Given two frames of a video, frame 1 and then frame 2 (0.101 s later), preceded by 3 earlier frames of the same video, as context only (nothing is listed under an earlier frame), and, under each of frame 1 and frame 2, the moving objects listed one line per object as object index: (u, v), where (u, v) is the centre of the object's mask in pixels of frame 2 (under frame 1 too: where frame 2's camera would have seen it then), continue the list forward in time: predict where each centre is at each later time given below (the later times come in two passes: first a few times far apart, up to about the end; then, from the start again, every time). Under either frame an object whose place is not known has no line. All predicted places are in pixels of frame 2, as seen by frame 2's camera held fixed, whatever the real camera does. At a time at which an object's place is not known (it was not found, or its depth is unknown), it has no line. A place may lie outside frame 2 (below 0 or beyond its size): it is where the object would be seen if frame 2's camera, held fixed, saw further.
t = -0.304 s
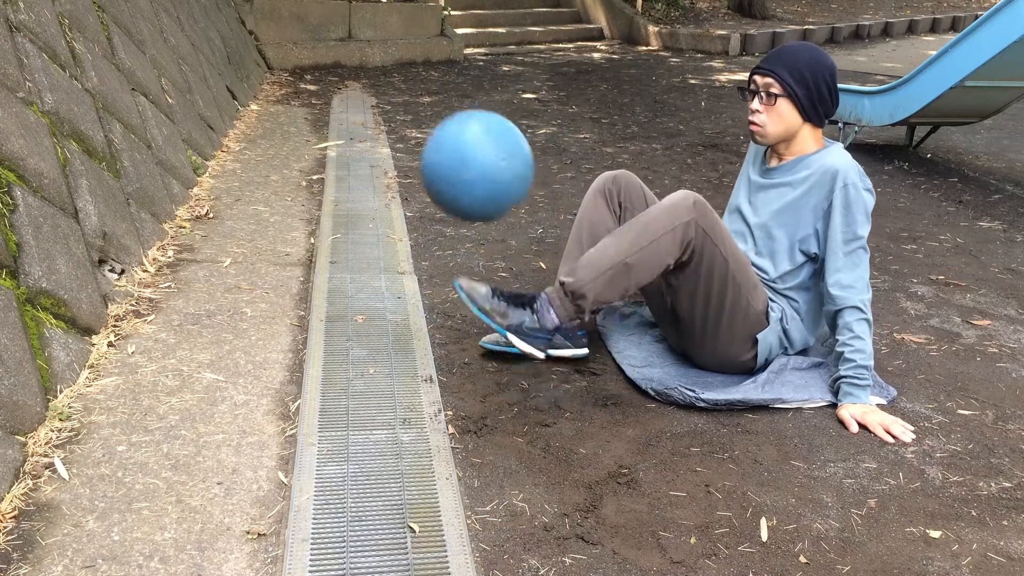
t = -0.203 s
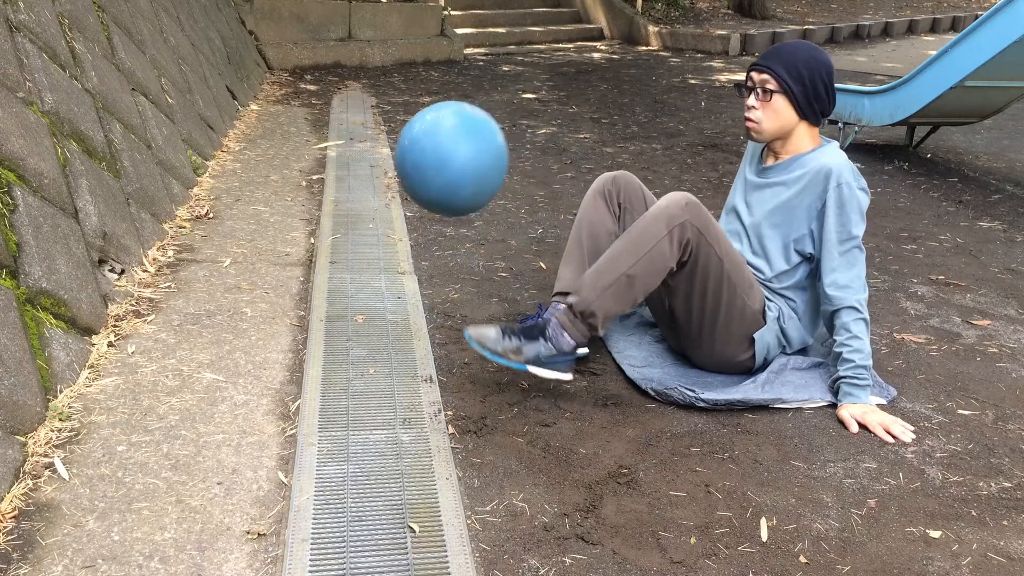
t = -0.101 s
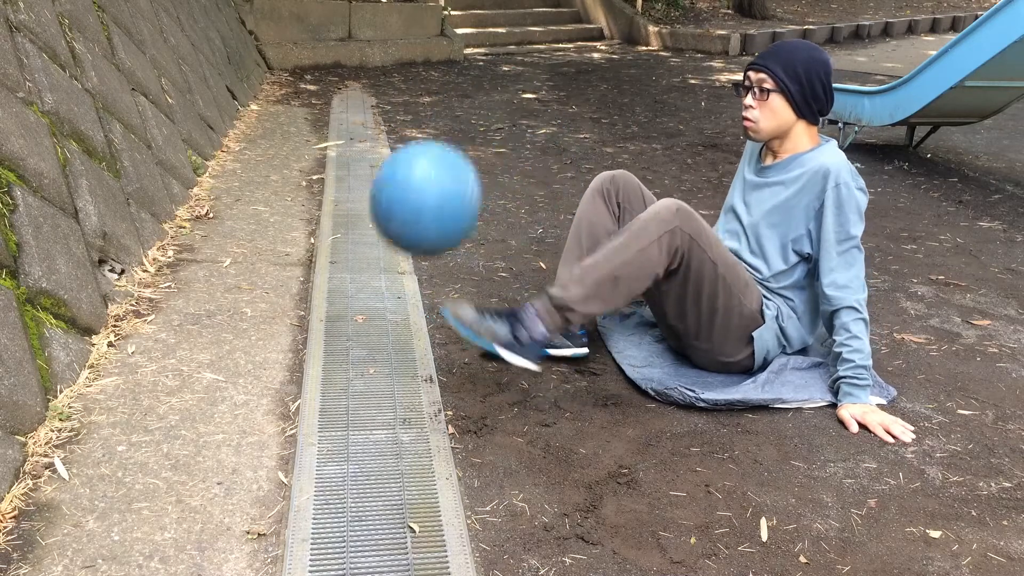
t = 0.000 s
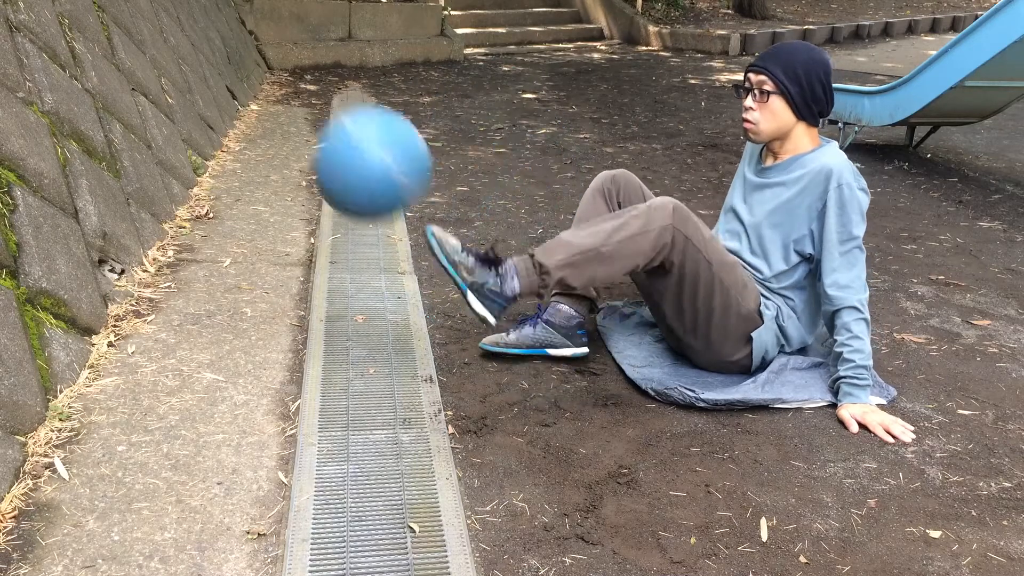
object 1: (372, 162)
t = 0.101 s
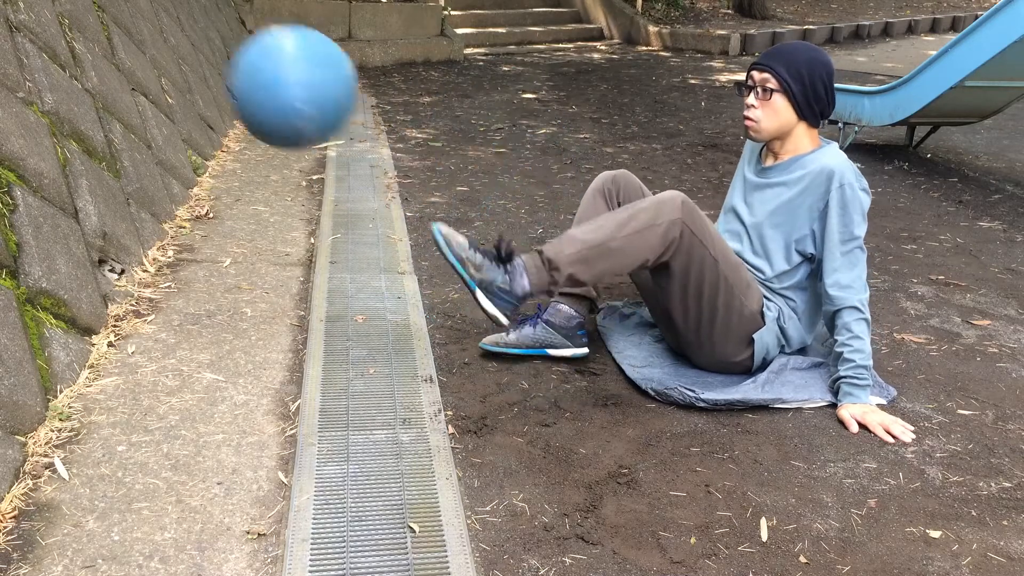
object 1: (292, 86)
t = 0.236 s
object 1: (178, 57)
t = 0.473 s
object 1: (19, 254)
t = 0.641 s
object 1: (179, 410)
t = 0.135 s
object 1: (265, 70)
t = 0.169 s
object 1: (236, 60)
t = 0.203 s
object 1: (207, 57)
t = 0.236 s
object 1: (178, 57)
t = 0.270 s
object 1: (148, 64)
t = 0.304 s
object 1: (118, 77)
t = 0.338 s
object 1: (87, 100)
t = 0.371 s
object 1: (63, 128)
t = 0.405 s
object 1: (46, 163)
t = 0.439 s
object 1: (32, 206)
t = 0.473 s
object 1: (19, 254)
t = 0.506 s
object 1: (17, 304)
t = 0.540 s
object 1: (41, 324)
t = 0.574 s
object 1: (70, 345)
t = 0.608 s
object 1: (127, 374)
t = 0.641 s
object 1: (179, 410)
